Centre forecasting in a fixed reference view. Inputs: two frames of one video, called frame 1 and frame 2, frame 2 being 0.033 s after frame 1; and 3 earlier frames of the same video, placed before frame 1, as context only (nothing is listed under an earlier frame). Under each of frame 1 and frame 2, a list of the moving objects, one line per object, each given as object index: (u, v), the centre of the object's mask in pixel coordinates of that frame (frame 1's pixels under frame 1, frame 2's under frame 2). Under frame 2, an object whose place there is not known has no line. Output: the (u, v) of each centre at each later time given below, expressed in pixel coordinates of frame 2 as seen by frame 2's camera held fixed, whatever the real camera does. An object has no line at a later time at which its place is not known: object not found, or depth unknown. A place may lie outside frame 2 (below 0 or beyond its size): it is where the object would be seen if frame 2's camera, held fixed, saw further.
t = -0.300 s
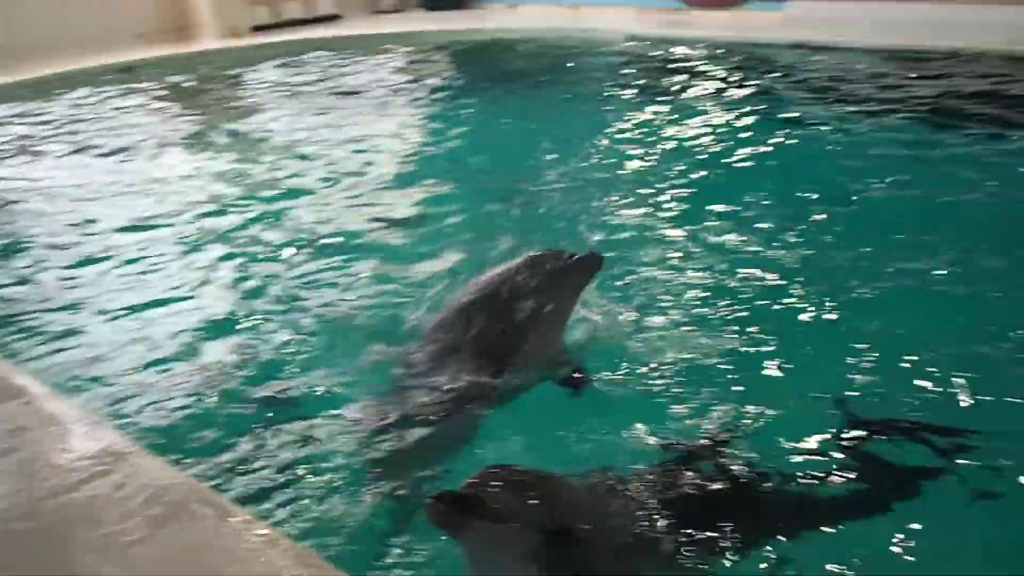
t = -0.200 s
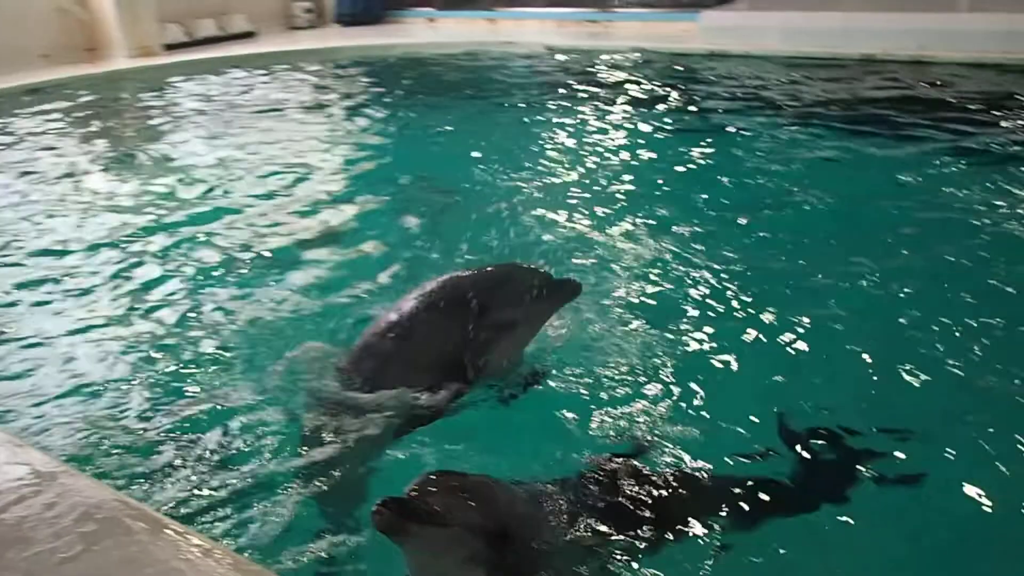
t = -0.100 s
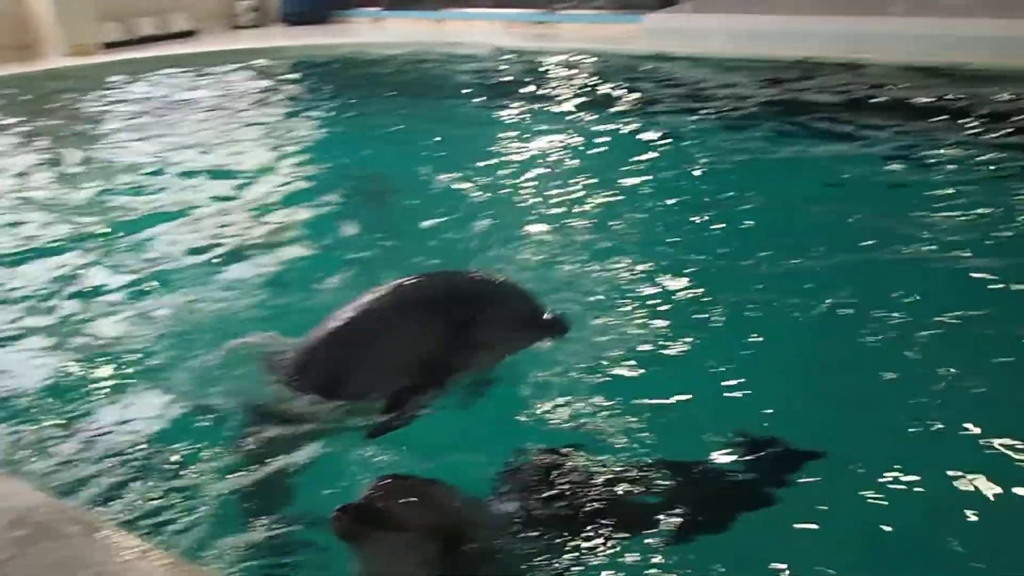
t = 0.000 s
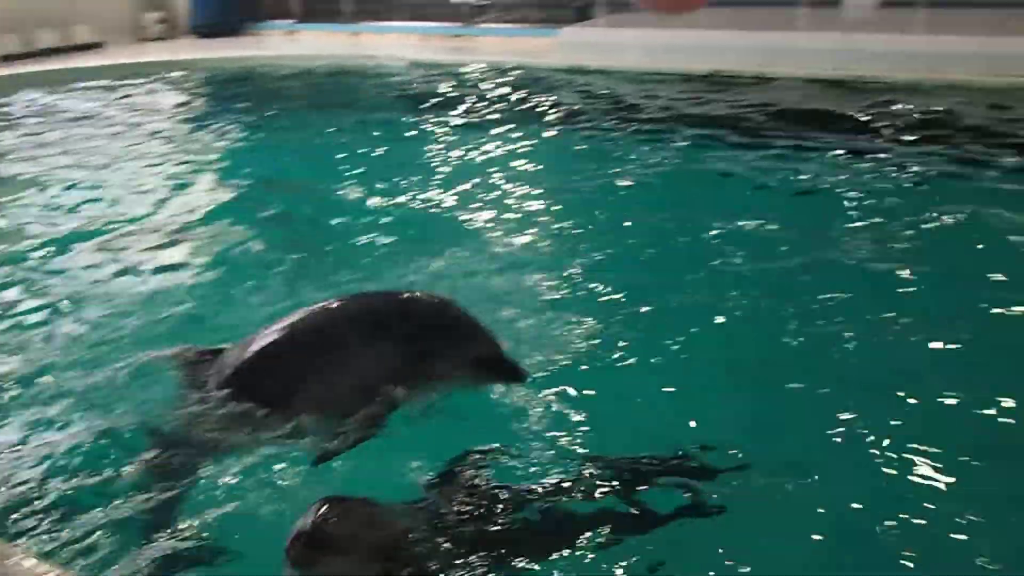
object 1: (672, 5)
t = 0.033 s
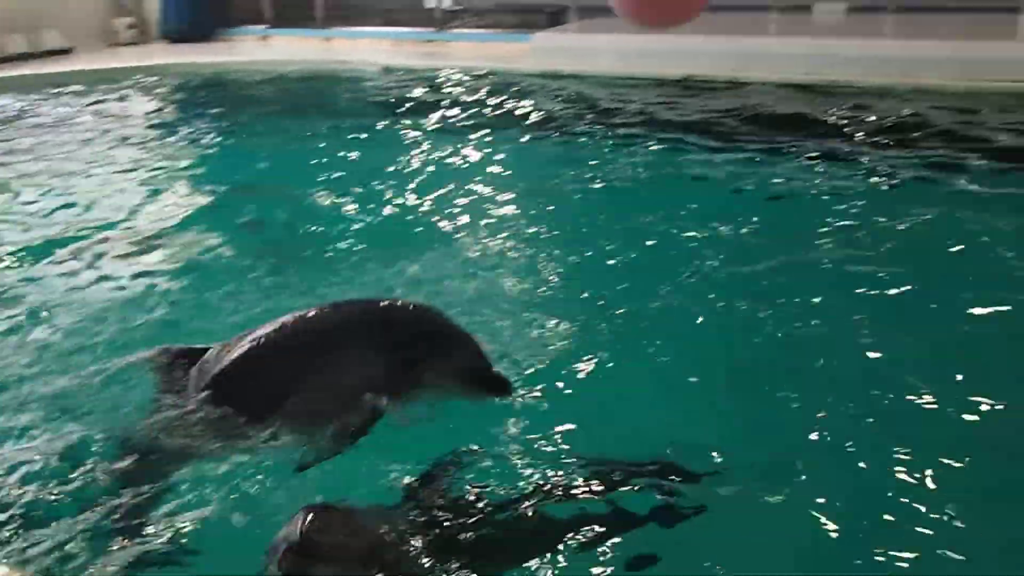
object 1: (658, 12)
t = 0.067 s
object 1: (672, 13)
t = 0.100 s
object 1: (692, 14)
